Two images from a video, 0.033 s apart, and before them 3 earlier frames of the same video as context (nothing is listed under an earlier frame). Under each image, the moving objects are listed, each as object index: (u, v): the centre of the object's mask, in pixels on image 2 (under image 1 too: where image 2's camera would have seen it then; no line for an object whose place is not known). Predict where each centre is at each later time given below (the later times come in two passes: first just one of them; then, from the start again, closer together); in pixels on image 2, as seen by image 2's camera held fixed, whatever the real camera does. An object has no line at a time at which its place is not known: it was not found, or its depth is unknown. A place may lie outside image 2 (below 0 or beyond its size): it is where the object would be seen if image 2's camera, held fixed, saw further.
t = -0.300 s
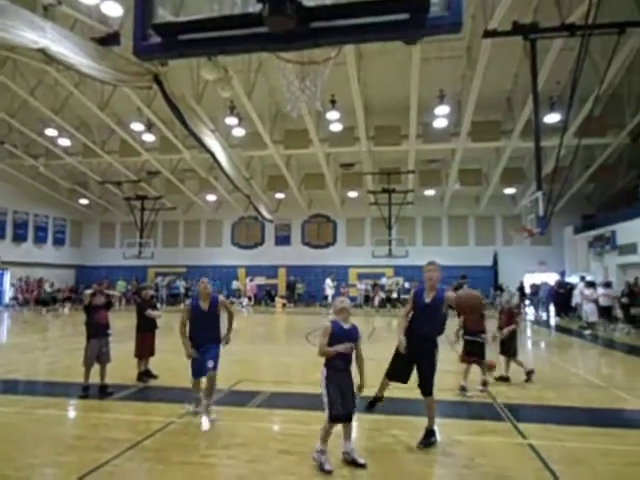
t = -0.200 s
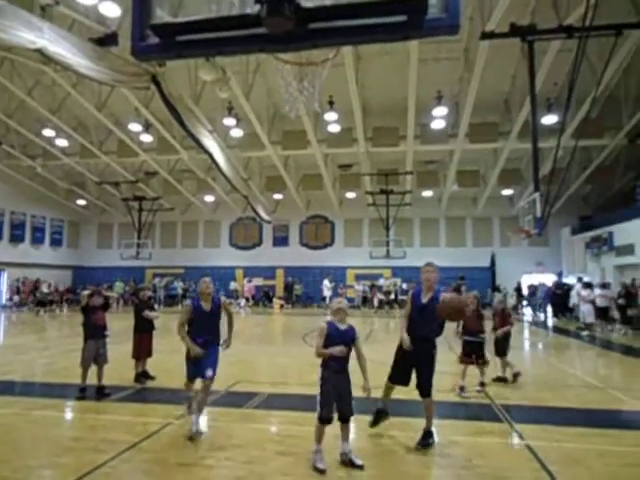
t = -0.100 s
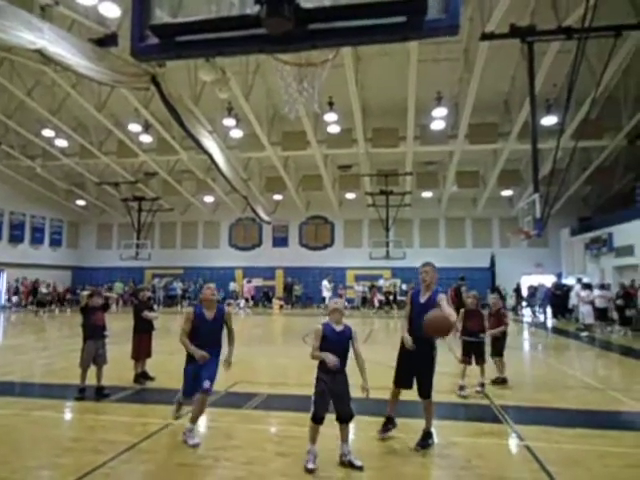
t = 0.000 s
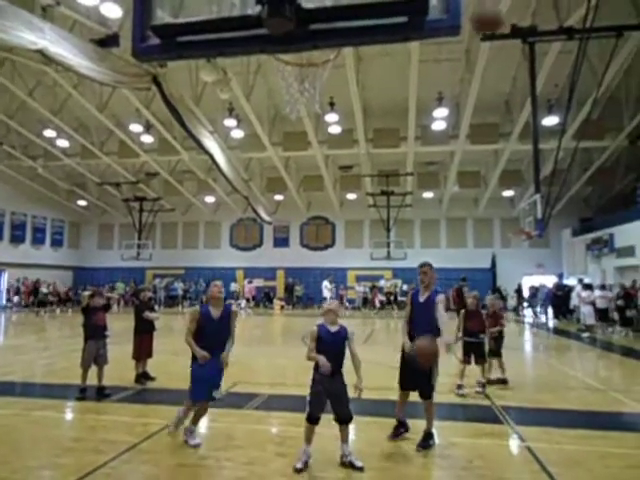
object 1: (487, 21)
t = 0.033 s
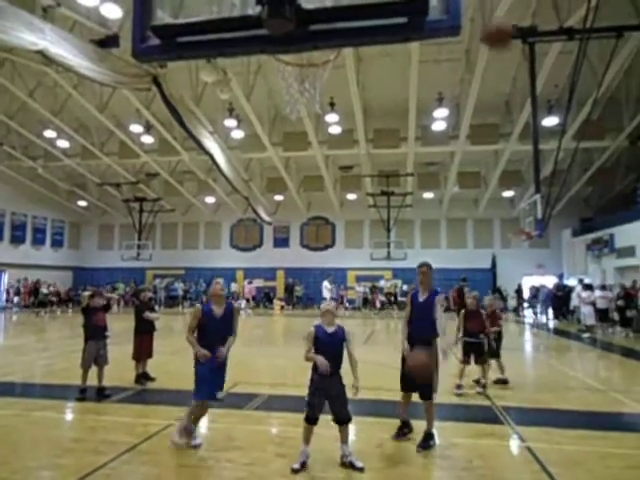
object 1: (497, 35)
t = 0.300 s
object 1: (581, 172)
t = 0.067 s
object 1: (509, 48)
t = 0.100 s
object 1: (517, 61)
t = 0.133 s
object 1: (527, 76)
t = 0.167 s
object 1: (543, 98)
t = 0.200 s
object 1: (550, 106)
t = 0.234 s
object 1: (563, 134)
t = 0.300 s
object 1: (581, 172)
